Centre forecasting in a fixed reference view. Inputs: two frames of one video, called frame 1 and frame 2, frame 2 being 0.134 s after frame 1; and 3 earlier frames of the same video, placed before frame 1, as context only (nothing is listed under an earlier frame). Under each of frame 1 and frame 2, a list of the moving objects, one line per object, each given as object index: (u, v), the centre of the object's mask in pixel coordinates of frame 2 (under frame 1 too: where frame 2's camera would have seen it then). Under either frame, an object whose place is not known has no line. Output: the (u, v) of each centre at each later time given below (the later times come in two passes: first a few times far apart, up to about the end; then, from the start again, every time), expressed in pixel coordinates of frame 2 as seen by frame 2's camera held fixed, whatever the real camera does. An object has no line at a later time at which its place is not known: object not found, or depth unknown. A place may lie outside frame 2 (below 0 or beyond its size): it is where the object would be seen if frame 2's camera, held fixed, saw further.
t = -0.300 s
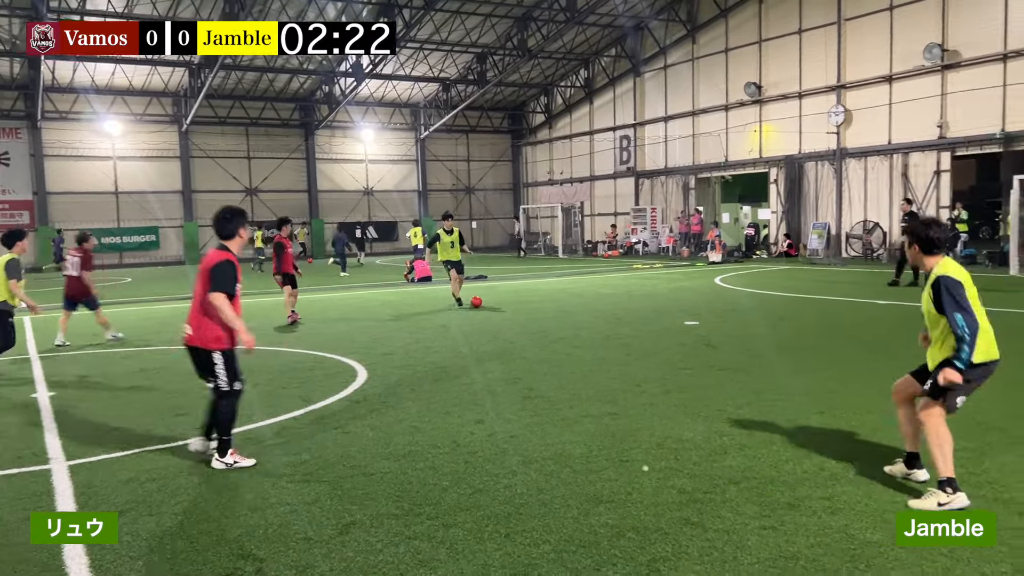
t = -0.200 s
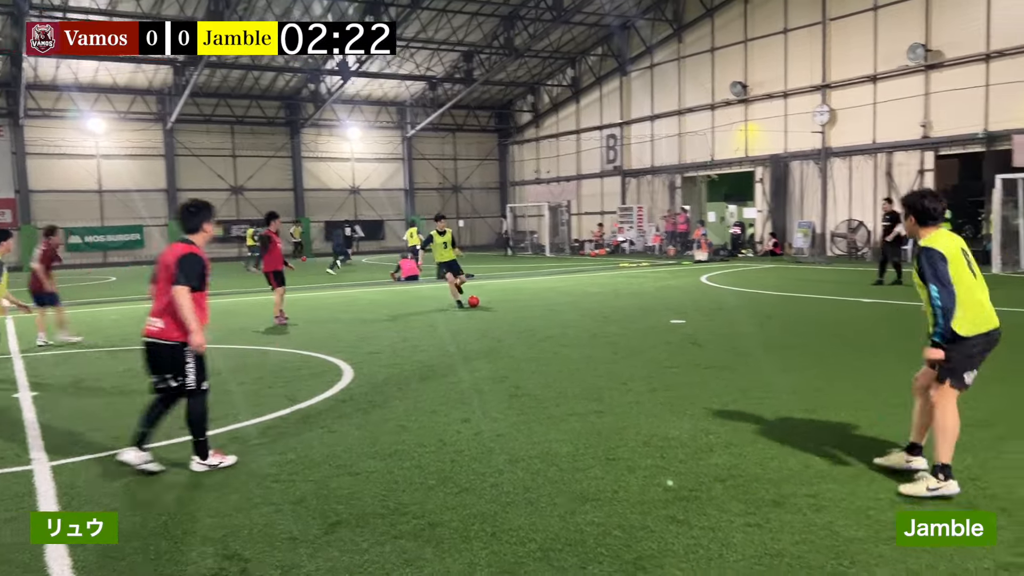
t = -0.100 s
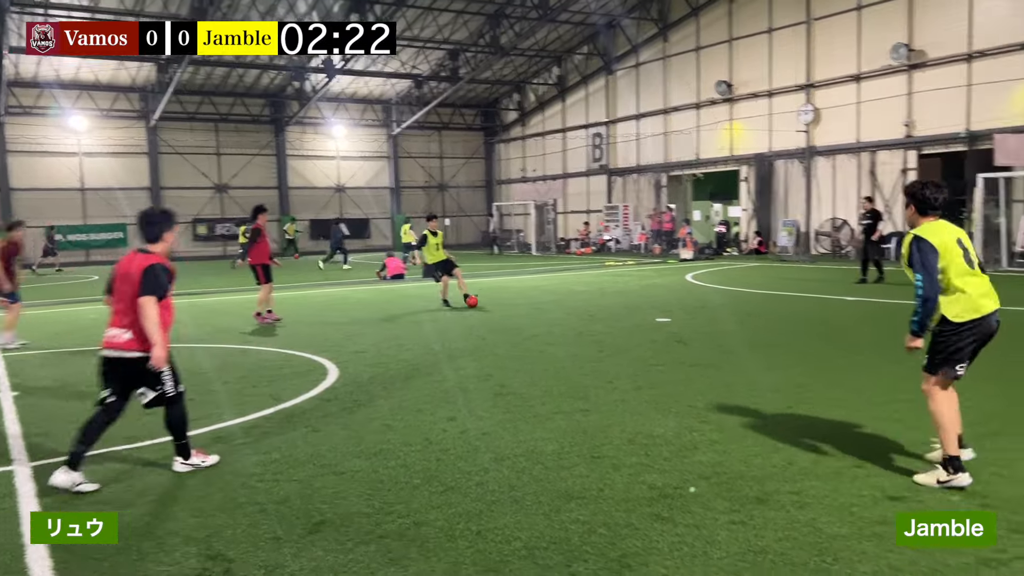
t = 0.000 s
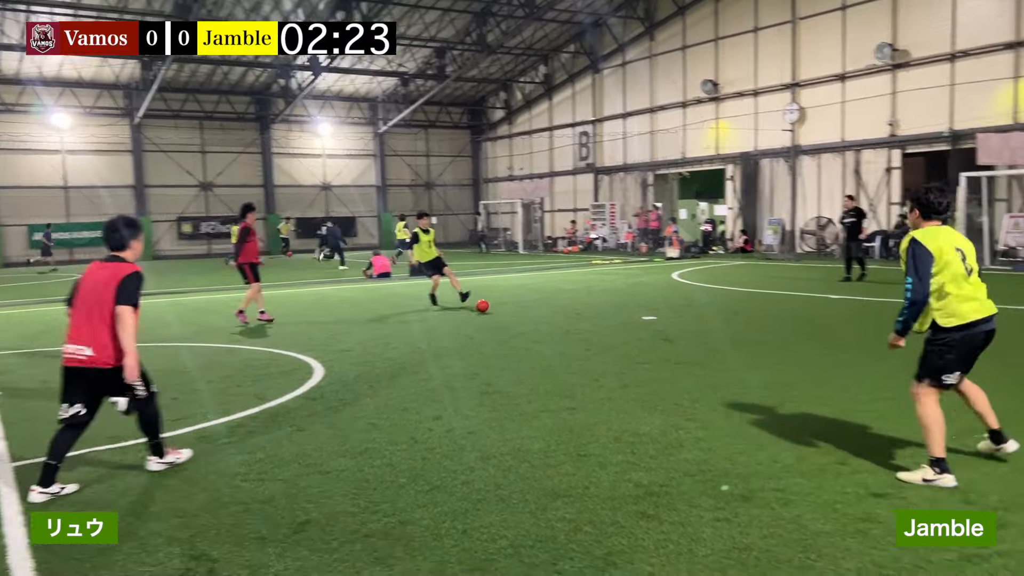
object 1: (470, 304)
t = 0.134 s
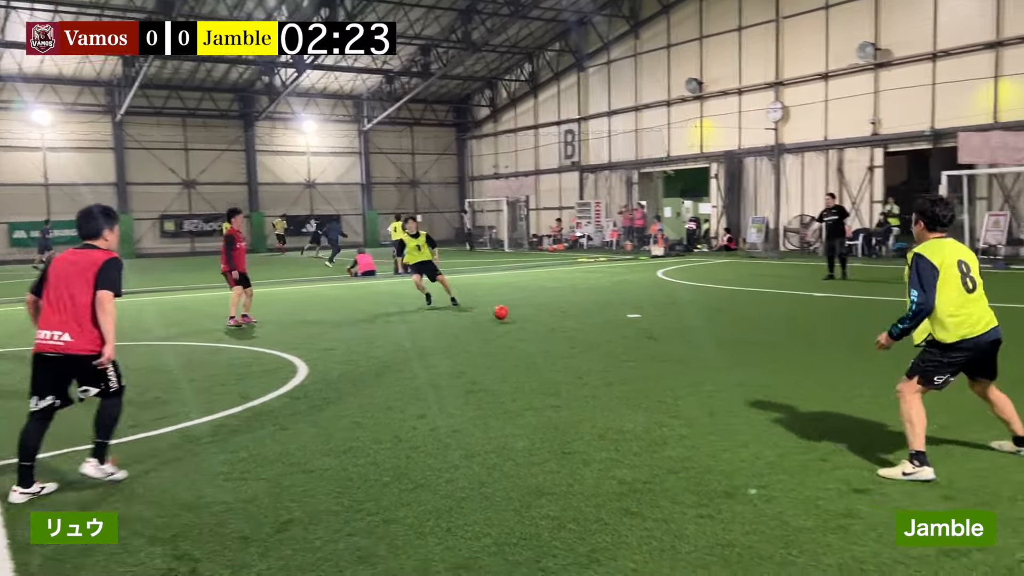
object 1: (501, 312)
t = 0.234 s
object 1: (528, 322)
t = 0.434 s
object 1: (588, 341)
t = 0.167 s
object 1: (510, 316)
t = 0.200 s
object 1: (519, 321)
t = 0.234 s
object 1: (528, 322)
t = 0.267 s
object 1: (537, 325)
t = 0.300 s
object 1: (547, 329)
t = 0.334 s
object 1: (557, 331)
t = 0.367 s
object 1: (567, 335)
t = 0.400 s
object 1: (577, 338)
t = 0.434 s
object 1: (588, 341)
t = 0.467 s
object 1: (599, 345)
